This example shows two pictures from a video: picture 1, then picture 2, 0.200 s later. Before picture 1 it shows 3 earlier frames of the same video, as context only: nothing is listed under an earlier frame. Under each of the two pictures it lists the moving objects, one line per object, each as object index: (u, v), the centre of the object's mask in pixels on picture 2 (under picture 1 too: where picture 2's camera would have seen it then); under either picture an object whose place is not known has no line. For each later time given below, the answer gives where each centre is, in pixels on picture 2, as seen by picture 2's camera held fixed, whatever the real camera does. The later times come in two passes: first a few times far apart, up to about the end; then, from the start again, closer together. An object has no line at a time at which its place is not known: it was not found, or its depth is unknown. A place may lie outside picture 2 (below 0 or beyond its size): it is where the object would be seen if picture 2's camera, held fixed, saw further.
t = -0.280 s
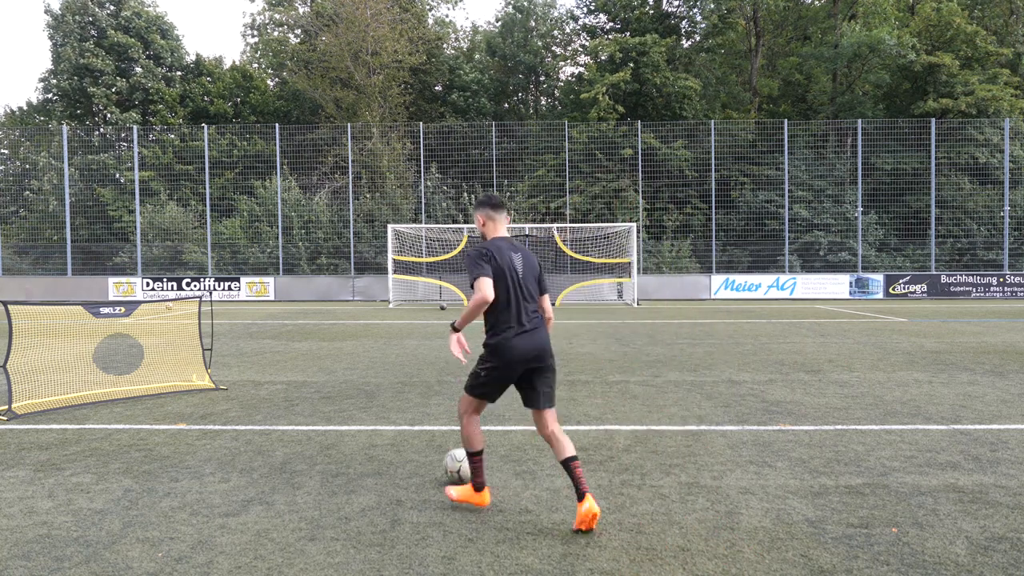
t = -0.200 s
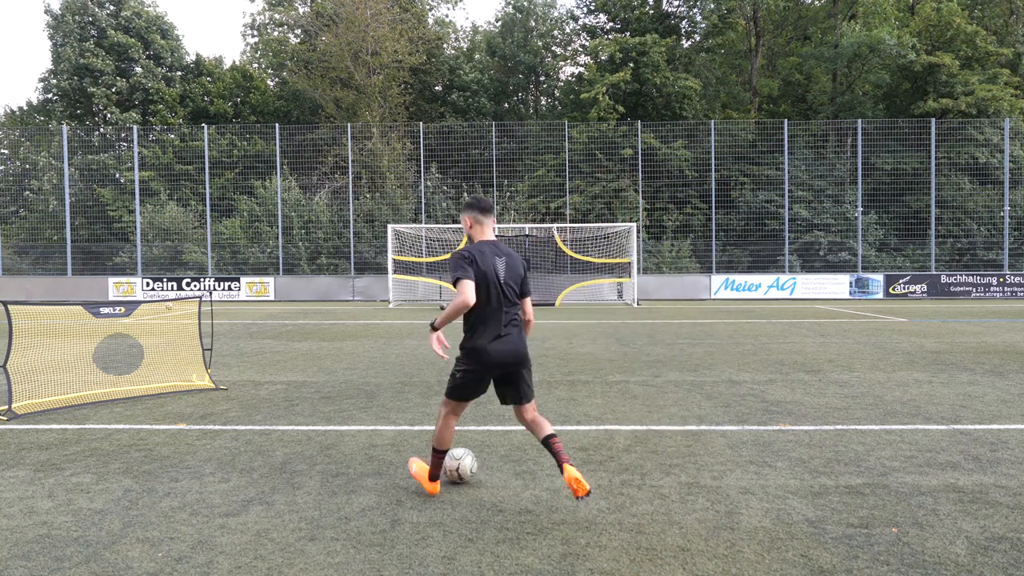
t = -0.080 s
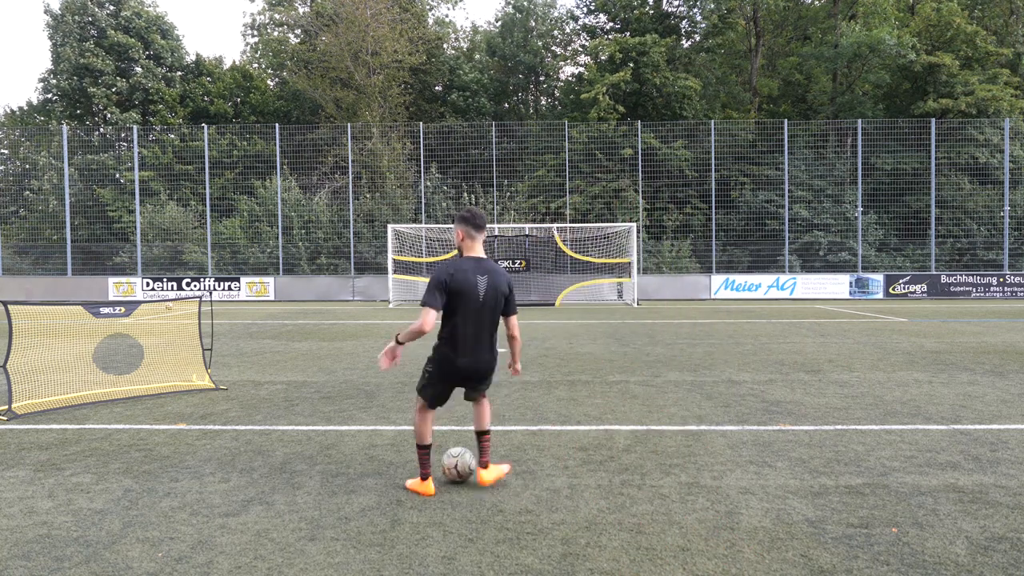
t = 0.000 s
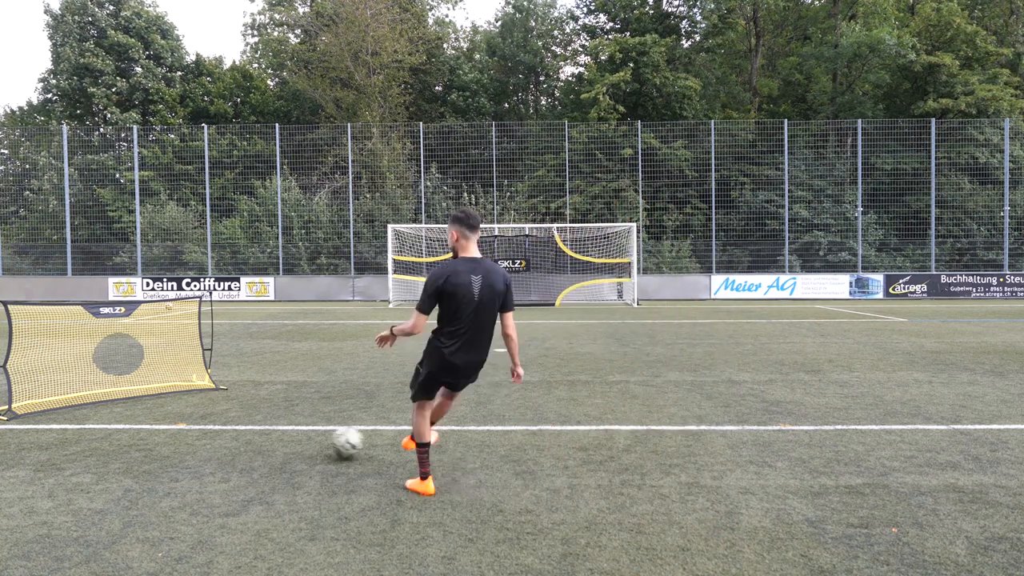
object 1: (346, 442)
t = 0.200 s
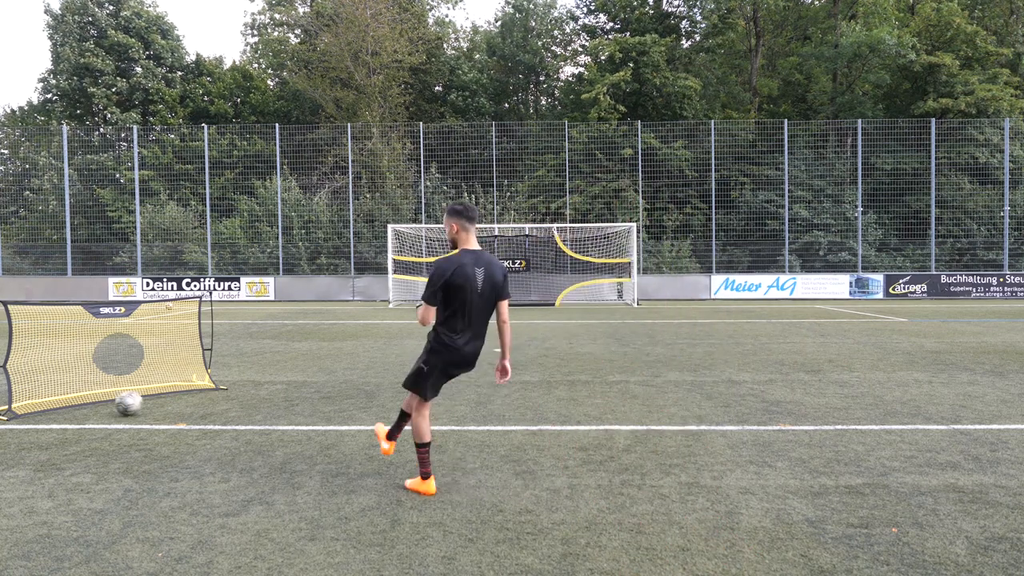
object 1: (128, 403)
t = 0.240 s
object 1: (98, 398)
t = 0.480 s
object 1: (67, 306)
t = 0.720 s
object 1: (100, 206)
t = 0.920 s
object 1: (130, 163)
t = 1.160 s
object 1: (169, 164)
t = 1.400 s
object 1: (212, 224)
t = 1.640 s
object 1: (257, 349)
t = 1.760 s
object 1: (274, 392)
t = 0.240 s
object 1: (98, 398)
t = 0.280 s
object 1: (73, 390)
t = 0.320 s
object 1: (59, 382)
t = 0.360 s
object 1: (55, 368)
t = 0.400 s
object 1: (57, 349)
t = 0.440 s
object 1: (62, 327)
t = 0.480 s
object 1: (67, 306)
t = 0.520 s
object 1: (72, 285)
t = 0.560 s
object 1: (78, 267)
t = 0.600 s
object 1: (83, 250)
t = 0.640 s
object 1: (89, 234)
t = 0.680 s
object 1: (95, 219)
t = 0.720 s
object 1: (100, 206)
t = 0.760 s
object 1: (106, 194)
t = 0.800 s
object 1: (112, 183)
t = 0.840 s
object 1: (118, 175)
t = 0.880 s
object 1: (124, 169)
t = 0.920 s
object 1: (130, 163)
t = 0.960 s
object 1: (137, 159)
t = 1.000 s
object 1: (143, 157)
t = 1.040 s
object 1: (150, 156)
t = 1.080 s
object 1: (156, 157)
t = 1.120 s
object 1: (163, 159)
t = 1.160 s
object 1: (169, 164)
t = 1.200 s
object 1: (176, 169)
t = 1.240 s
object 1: (183, 177)
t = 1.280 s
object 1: (190, 186)
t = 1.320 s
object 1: (197, 197)
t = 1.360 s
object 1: (204, 210)
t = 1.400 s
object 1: (212, 224)
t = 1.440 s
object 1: (220, 240)
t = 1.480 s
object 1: (226, 259)
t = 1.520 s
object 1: (234, 279)
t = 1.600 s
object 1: (249, 324)
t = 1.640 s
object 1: (257, 349)
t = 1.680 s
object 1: (265, 376)
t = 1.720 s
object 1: (274, 406)
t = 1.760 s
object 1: (274, 392)
